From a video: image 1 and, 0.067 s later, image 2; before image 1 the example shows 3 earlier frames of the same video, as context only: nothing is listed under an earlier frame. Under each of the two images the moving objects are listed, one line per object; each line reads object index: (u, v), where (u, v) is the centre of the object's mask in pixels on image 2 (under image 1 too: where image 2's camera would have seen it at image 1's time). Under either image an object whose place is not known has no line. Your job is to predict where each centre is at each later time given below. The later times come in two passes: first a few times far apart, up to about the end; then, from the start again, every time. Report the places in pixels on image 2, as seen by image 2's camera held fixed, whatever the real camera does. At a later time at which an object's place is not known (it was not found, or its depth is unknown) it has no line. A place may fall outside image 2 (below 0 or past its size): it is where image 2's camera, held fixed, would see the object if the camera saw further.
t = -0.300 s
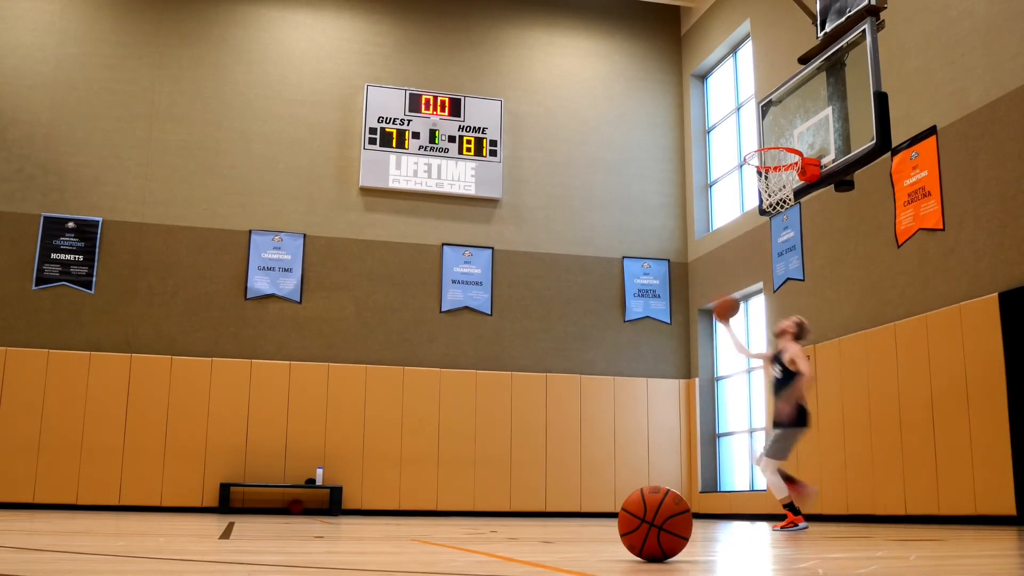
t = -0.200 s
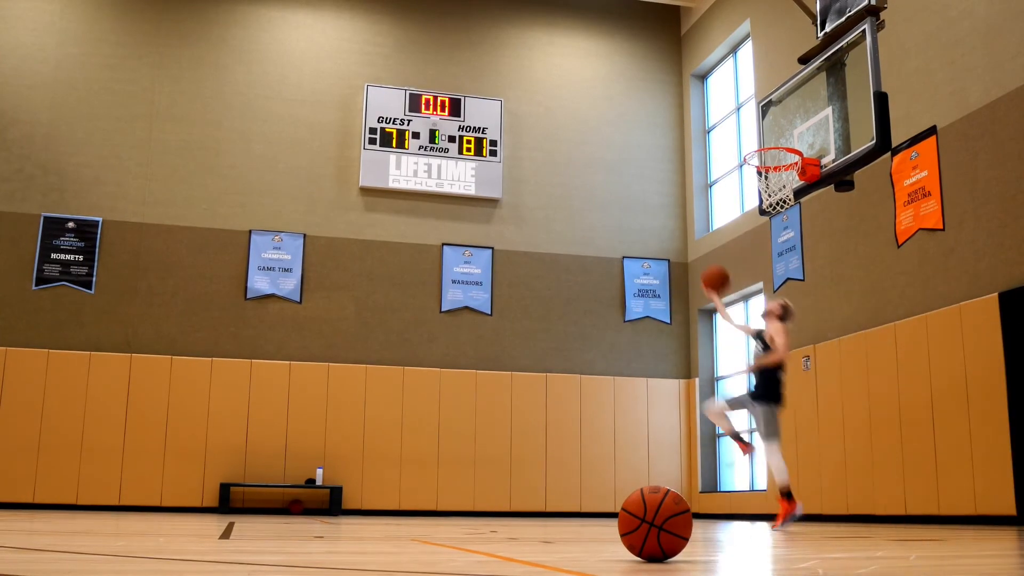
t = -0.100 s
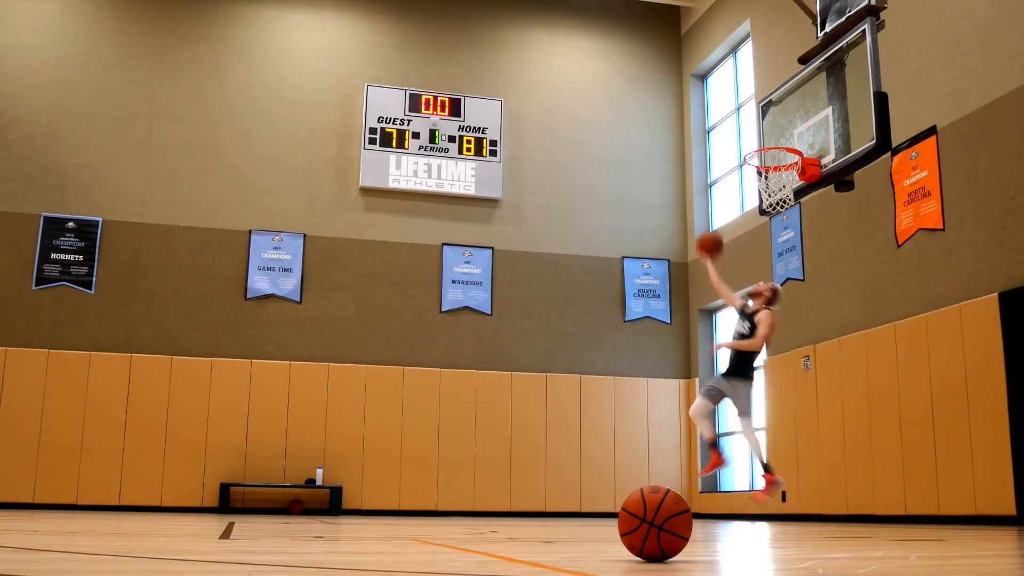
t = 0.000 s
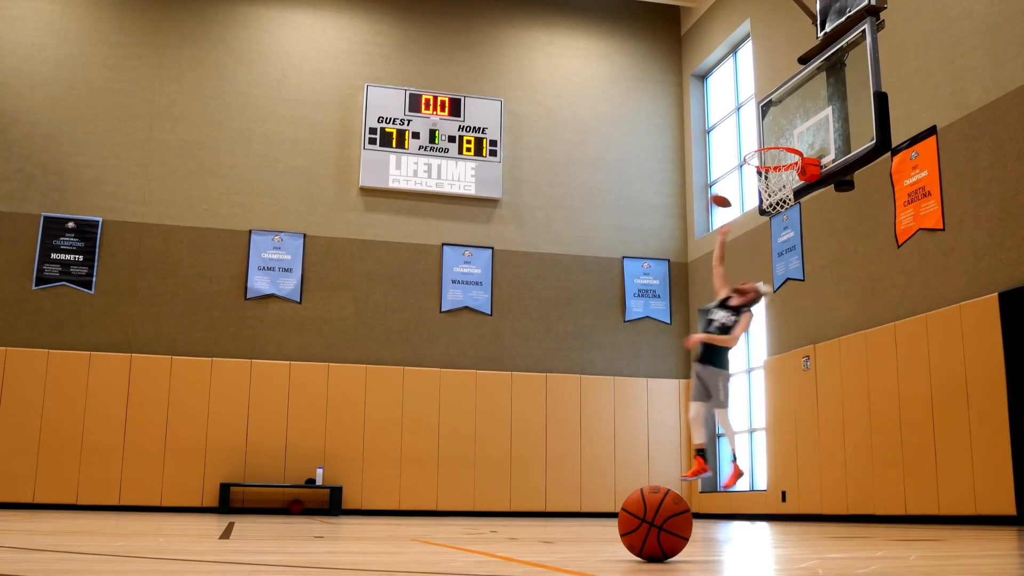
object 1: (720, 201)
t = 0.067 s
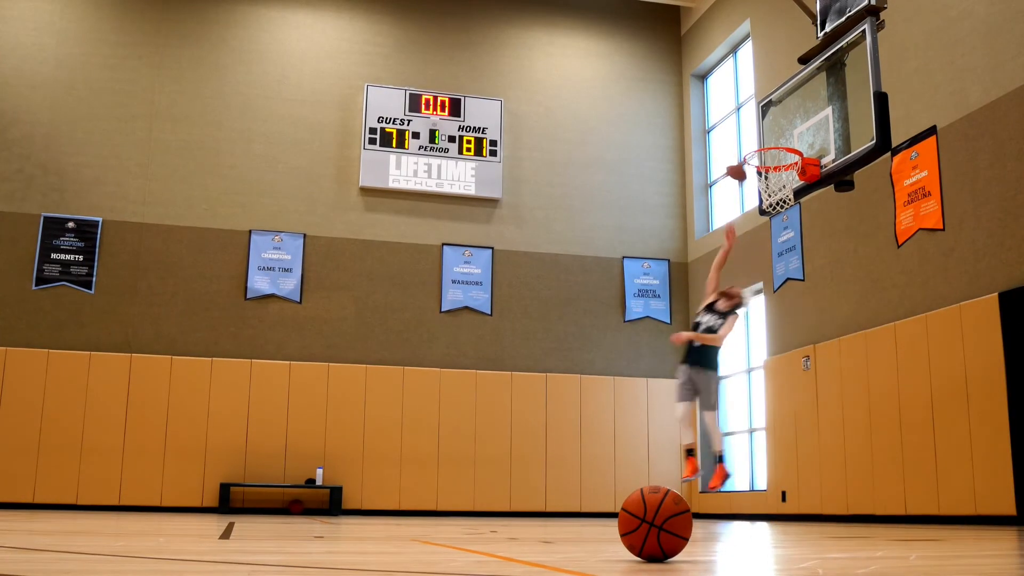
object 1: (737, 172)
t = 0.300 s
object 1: (769, 113)
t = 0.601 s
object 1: (744, 136)
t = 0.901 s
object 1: (701, 160)
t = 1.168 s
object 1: (666, 263)
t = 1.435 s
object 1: (625, 476)
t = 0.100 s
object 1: (740, 160)
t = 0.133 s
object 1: (749, 146)
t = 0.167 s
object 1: (761, 137)
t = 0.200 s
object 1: (768, 128)
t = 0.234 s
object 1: (773, 121)
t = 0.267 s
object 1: (771, 116)
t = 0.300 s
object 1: (769, 113)
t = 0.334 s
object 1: (766, 111)
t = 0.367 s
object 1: (764, 110)
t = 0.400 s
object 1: (761, 110)
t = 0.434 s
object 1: (758, 111)
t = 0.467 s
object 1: (755, 113)
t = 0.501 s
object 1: (752, 117)
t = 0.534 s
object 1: (750, 122)
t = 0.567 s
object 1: (747, 128)
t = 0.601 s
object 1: (744, 136)
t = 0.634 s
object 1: (740, 141)
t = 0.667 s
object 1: (736, 139)
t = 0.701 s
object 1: (731, 139)
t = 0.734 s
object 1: (727, 139)
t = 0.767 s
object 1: (721, 141)
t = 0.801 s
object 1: (716, 144)
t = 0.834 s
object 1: (711, 148)
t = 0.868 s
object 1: (706, 154)
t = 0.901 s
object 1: (701, 160)
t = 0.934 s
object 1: (697, 168)
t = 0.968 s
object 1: (693, 178)
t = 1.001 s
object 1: (688, 189)
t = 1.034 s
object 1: (683, 202)
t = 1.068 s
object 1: (679, 215)
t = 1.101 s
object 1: (674, 230)
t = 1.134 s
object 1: (670, 246)
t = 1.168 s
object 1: (666, 263)
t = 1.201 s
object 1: (661, 284)
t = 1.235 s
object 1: (654, 311)
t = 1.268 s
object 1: (649, 336)
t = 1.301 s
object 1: (646, 357)
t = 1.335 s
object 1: (640, 385)
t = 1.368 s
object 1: (635, 416)
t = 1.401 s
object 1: (631, 447)
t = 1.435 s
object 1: (625, 476)
